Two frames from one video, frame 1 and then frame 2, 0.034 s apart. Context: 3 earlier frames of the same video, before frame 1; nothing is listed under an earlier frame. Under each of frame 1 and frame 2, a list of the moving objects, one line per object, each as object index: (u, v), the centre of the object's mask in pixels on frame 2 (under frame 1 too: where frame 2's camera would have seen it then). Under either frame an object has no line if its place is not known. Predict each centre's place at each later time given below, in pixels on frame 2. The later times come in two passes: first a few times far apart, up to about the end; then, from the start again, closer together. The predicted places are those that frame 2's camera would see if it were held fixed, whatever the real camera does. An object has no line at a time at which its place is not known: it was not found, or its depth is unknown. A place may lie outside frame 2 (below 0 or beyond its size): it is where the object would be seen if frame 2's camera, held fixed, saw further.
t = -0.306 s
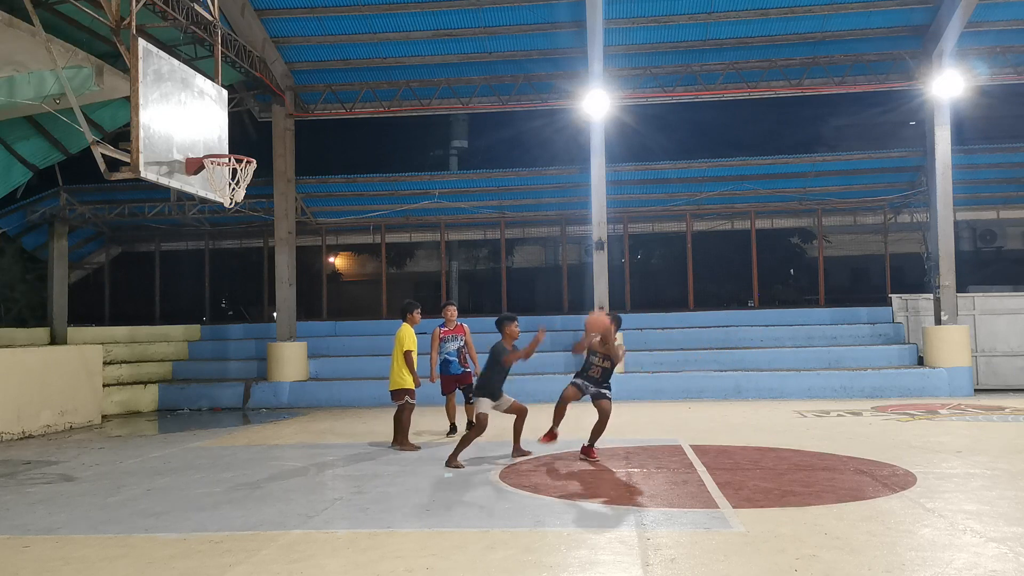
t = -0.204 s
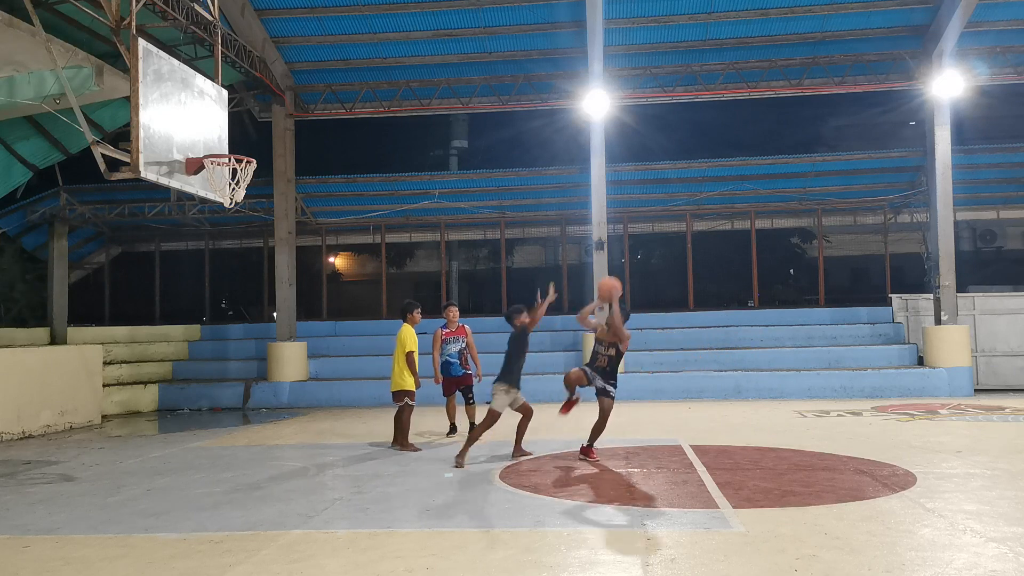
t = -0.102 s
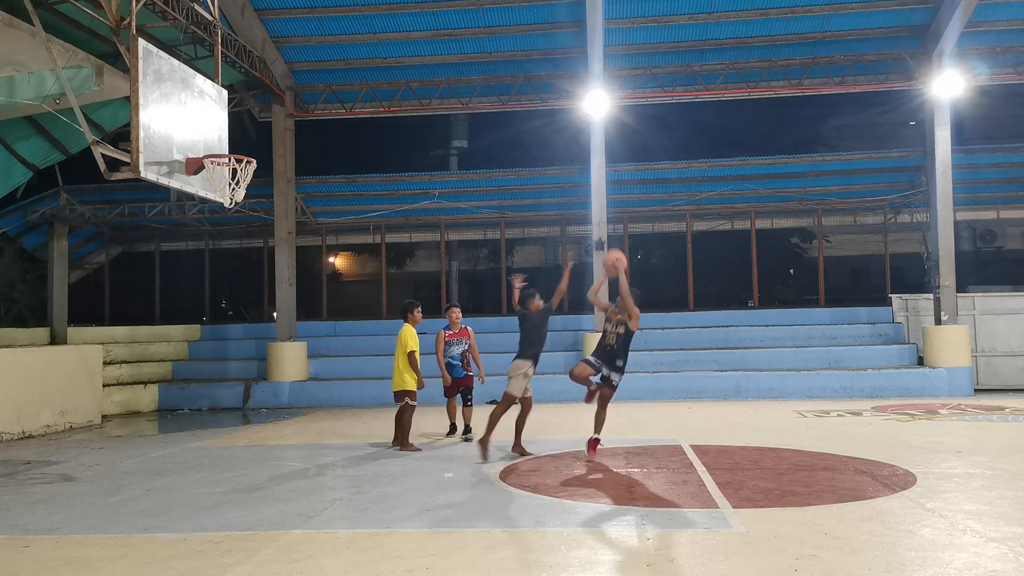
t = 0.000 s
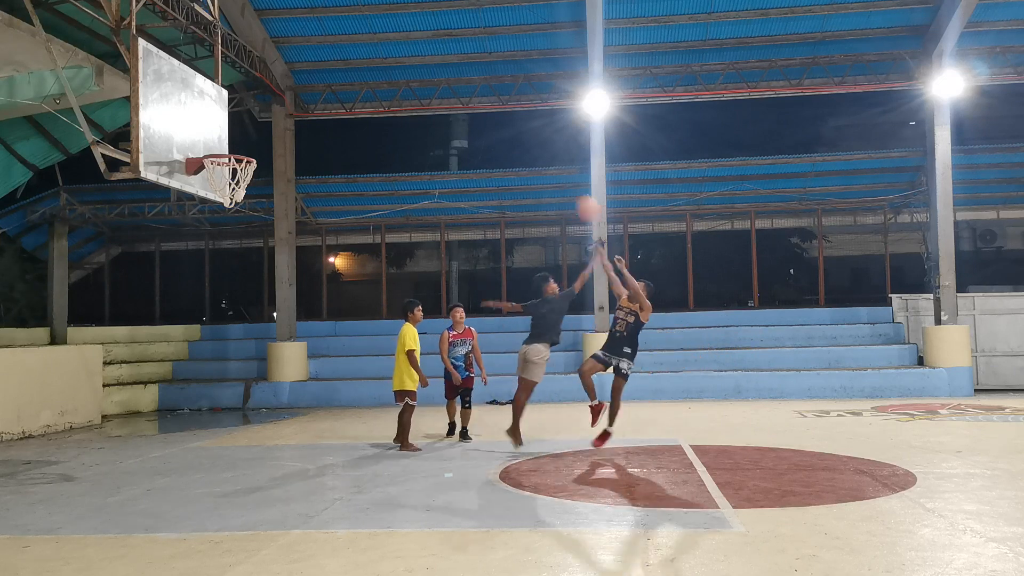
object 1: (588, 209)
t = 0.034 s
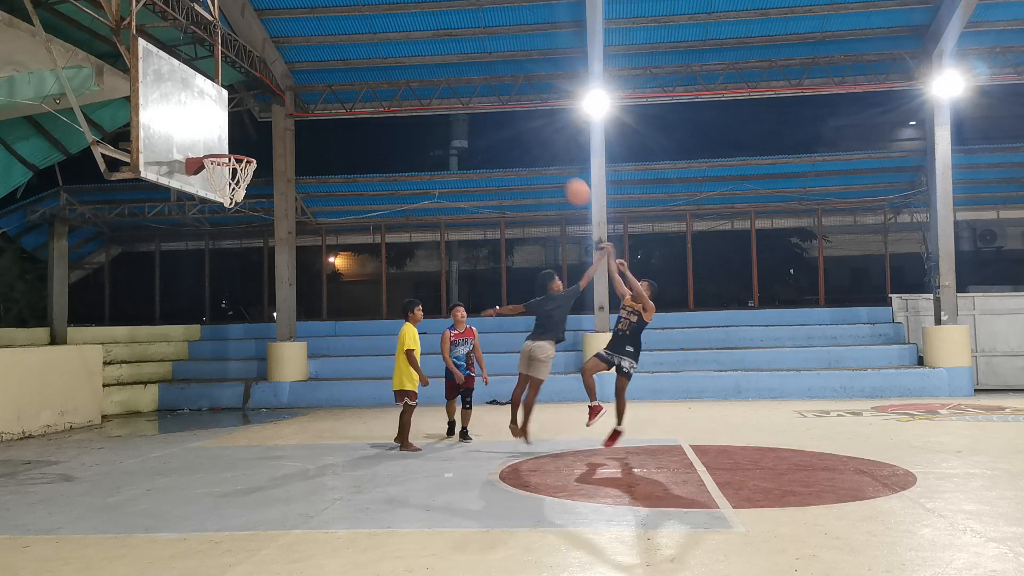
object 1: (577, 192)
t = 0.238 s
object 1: (513, 112)
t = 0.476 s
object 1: (438, 67)
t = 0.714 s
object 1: (364, 73)
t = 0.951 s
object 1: (293, 133)
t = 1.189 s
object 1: (220, 248)
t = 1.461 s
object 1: (137, 449)
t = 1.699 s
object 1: (112, 334)
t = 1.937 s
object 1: (88, 252)
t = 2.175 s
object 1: (64, 222)
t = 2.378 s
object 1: (45, 239)
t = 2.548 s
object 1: (29, 283)
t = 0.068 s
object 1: (567, 176)
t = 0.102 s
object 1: (556, 161)
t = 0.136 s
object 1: (545, 147)
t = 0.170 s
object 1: (534, 134)
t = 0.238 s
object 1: (513, 112)
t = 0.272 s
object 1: (502, 102)
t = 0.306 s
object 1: (491, 93)
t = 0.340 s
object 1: (481, 86)
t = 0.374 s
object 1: (470, 80)
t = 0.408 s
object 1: (459, 74)
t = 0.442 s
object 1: (448, 70)
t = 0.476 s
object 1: (438, 67)
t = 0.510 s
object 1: (427, 65)
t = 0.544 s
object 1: (416, 64)
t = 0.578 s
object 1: (406, 63)
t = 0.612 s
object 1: (396, 64)
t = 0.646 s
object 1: (385, 66)
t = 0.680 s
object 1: (375, 69)
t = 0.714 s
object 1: (364, 73)
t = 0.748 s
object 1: (354, 78)
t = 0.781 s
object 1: (344, 85)
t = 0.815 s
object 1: (333, 92)
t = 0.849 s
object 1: (322, 101)
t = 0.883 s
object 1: (312, 111)
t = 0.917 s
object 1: (302, 122)
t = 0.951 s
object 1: (293, 133)
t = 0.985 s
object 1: (282, 146)
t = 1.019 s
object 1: (271, 160)
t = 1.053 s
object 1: (263, 176)
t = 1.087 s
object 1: (254, 193)
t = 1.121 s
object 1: (242, 211)
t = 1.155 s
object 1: (231, 229)
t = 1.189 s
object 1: (220, 248)
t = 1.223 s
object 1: (210, 270)
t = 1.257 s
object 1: (200, 292)
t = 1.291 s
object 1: (190, 312)
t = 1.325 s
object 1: (180, 338)
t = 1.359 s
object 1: (170, 365)
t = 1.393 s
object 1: (159, 390)
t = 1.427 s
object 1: (149, 419)
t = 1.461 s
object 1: (137, 449)
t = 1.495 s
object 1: (132, 449)
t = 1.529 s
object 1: (128, 427)
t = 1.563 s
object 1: (124, 407)
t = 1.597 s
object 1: (122, 387)
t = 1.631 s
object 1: (118, 369)
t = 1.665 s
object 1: (115, 352)
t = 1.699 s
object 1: (112, 334)
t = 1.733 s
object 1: (108, 319)
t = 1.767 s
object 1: (105, 306)
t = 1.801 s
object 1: (102, 293)
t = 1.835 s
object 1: (98, 281)
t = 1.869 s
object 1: (95, 270)
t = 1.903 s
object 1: (92, 260)
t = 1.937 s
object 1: (88, 252)
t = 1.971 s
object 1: (85, 244)
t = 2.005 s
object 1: (81, 237)
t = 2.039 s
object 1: (78, 232)
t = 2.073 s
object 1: (74, 228)
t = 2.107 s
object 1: (71, 225)
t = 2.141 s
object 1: (68, 223)
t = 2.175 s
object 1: (64, 222)
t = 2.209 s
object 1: (61, 222)
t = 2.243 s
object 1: (58, 223)
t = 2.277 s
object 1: (55, 225)
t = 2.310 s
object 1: (51, 229)
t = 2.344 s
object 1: (48, 233)
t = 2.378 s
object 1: (45, 239)
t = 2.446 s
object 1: (39, 253)
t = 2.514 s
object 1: (32, 272)
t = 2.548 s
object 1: (29, 283)
